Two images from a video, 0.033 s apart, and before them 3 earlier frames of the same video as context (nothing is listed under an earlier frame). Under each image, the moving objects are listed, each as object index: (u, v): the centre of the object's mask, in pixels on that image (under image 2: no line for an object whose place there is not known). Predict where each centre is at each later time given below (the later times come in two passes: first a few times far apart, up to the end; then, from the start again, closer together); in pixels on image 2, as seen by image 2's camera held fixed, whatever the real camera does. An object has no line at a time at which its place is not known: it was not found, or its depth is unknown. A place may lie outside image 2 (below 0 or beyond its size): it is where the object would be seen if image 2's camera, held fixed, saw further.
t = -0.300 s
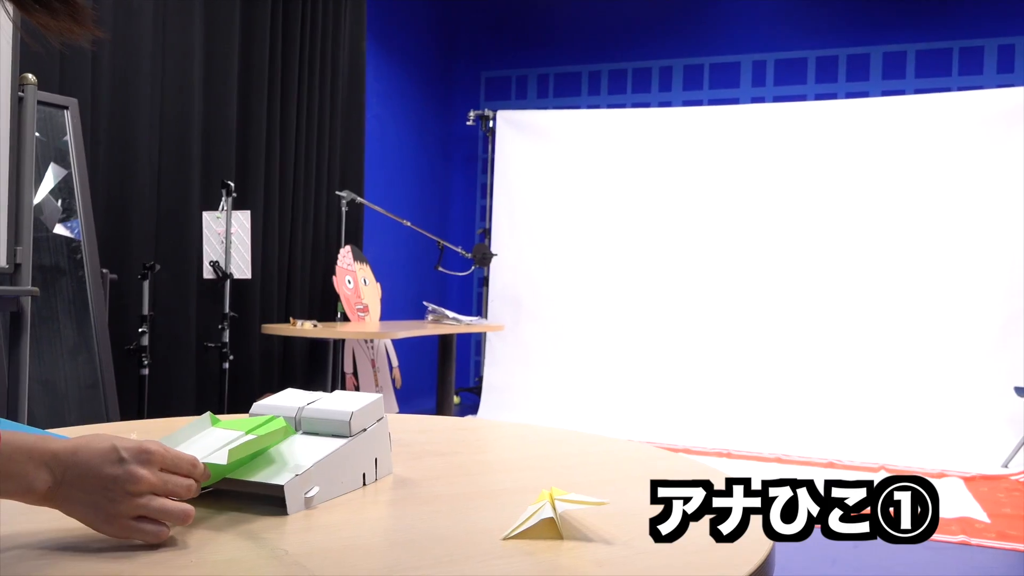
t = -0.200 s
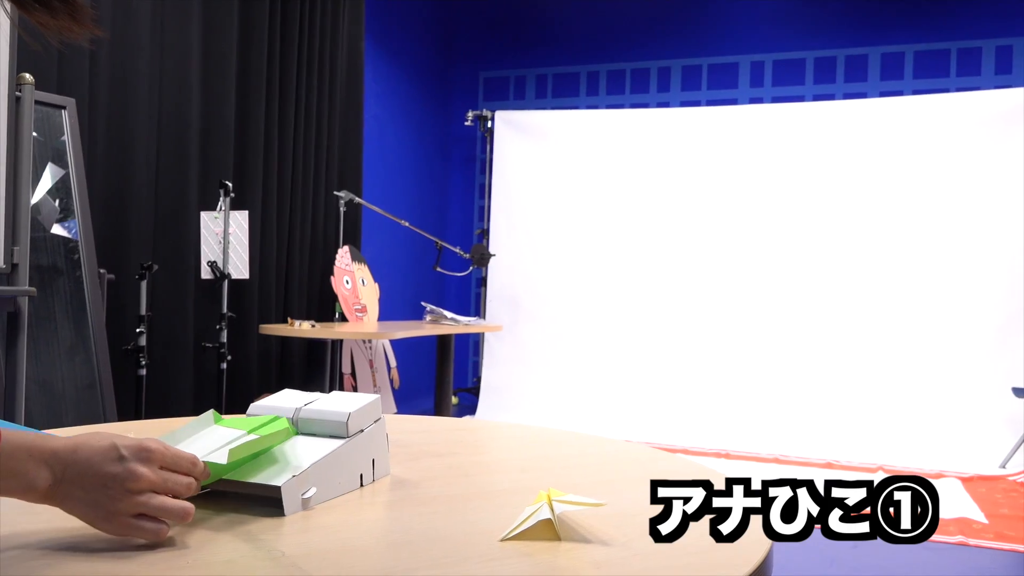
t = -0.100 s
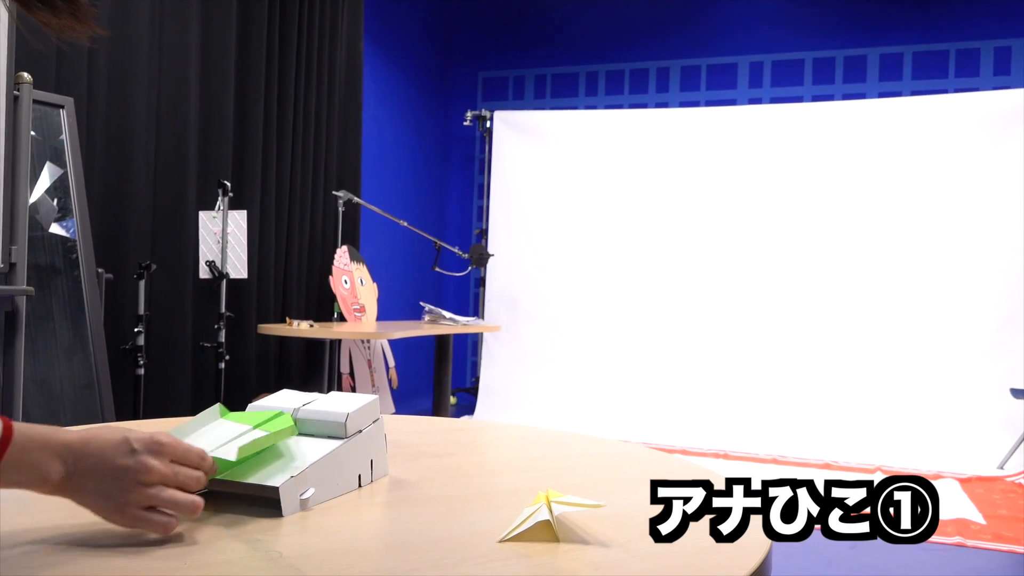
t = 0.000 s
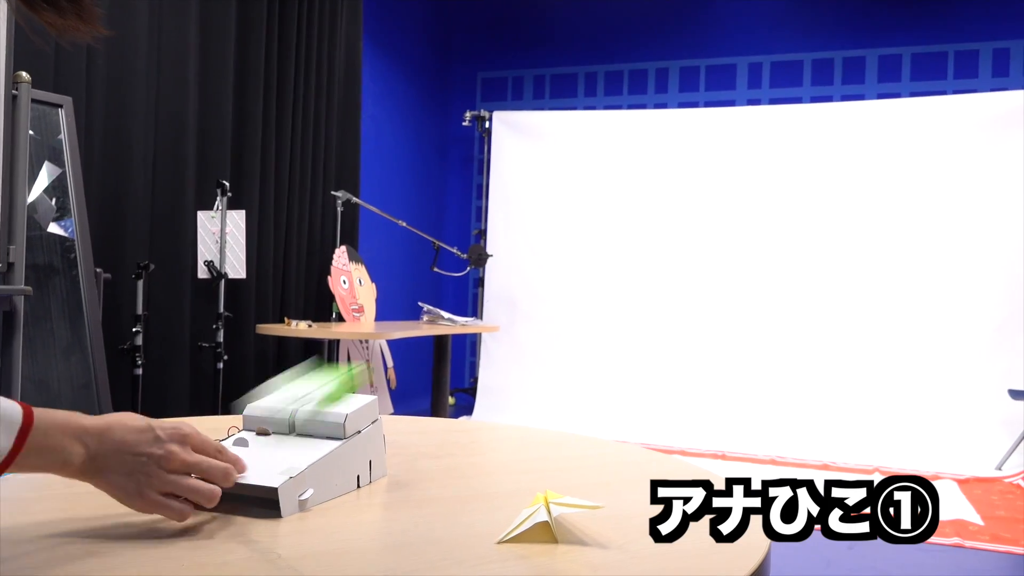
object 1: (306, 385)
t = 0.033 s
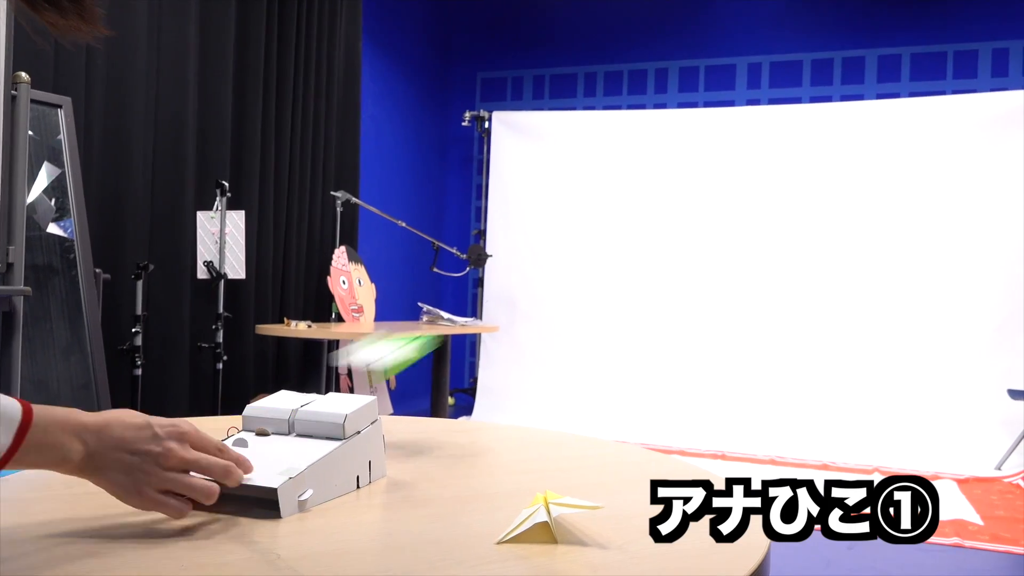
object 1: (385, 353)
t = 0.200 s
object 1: (537, 208)
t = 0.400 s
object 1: (502, 84)
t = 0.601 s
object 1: (470, 125)
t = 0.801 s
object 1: (482, 236)
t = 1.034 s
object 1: (542, 375)
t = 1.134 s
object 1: (578, 428)
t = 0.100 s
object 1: (483, 301)
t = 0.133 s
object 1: (512, 276)
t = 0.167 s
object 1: (531, 243)
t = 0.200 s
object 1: (537, 208)
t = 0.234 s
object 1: (534, 179)
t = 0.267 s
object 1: (529, 150)
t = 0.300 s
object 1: (522, 123)
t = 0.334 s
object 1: (514, 105)
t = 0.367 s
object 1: (508, 91)
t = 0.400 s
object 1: (502, 84)
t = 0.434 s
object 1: (496, 80)
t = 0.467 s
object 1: (491, 81)
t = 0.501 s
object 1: (485, 85)
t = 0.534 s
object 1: (479, 94)
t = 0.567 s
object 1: (474, 107)
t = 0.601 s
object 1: (470, 125)
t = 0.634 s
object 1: (469, 141)
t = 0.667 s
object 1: (467, 160)
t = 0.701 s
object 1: (472, 178)
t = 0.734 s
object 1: (476, 196)
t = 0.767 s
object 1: (478, 215)
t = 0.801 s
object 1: (482, 236)
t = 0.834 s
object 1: (488, 257)
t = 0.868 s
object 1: (494, 278)
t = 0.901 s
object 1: (506, 299)
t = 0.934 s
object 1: (513, 323)
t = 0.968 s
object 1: (522, 336)
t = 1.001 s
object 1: (532, 355)
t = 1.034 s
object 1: (542, 375)
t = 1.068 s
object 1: (553, 396)
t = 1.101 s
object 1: (565, 415)
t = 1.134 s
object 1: (578, 428)
